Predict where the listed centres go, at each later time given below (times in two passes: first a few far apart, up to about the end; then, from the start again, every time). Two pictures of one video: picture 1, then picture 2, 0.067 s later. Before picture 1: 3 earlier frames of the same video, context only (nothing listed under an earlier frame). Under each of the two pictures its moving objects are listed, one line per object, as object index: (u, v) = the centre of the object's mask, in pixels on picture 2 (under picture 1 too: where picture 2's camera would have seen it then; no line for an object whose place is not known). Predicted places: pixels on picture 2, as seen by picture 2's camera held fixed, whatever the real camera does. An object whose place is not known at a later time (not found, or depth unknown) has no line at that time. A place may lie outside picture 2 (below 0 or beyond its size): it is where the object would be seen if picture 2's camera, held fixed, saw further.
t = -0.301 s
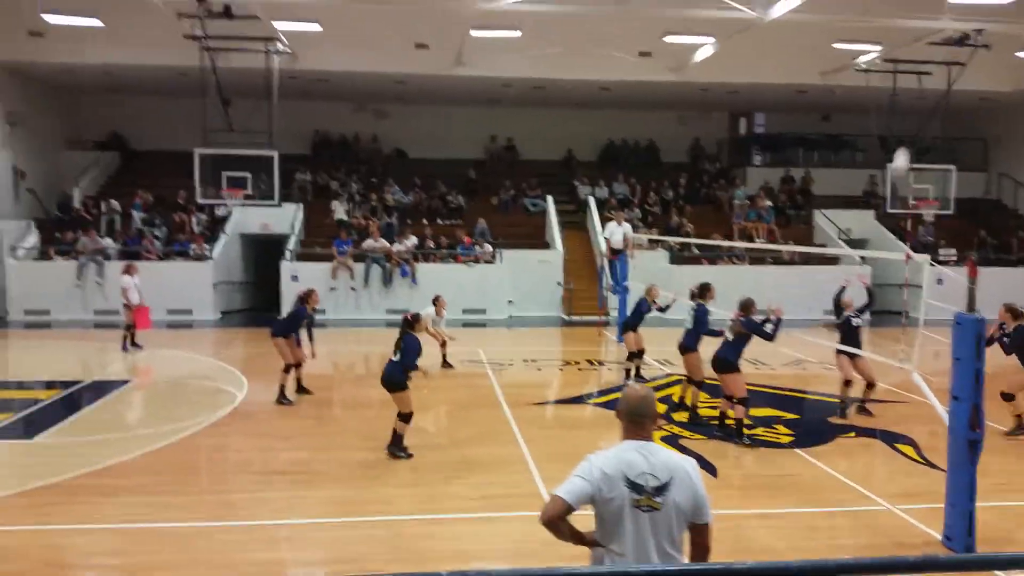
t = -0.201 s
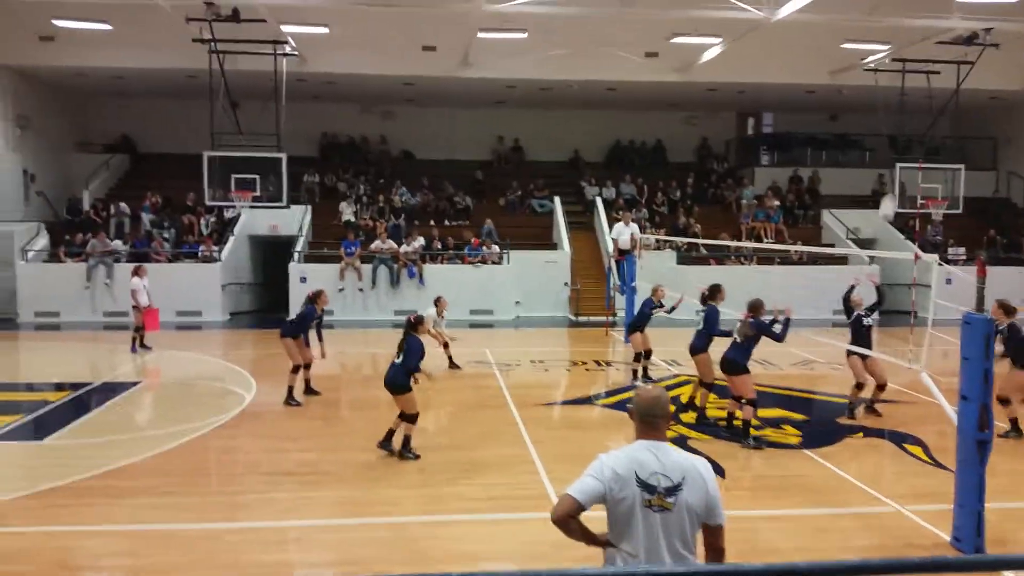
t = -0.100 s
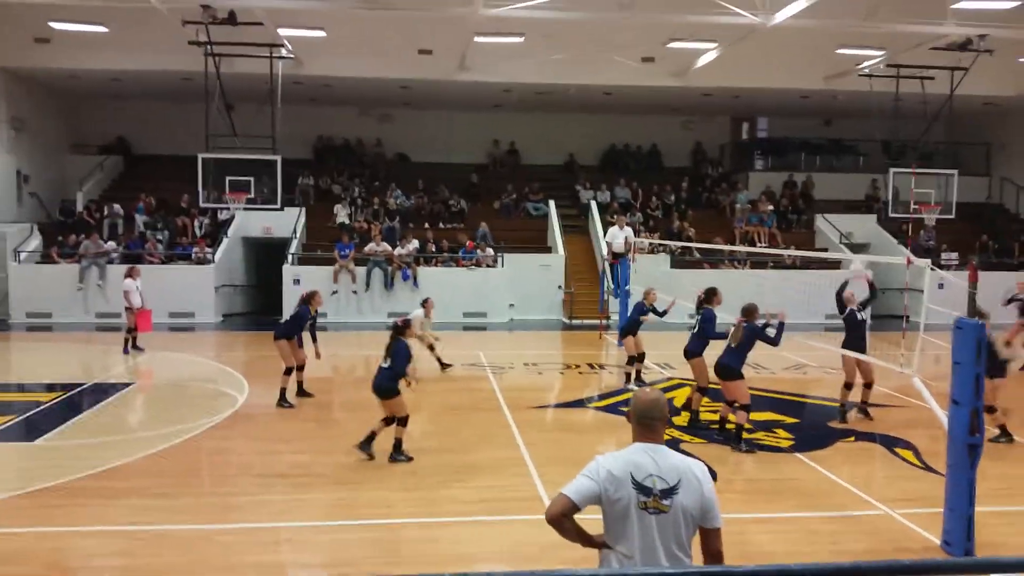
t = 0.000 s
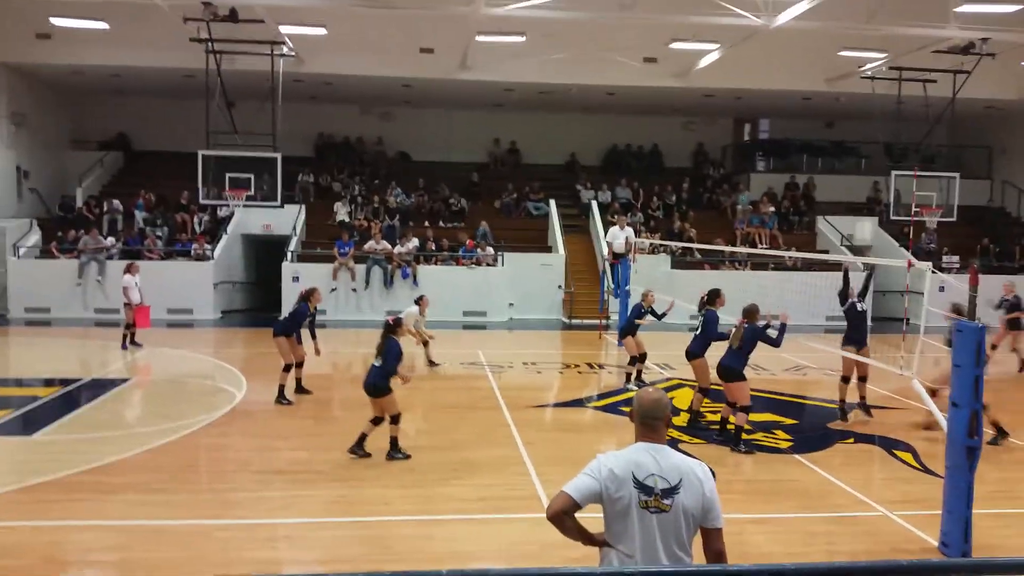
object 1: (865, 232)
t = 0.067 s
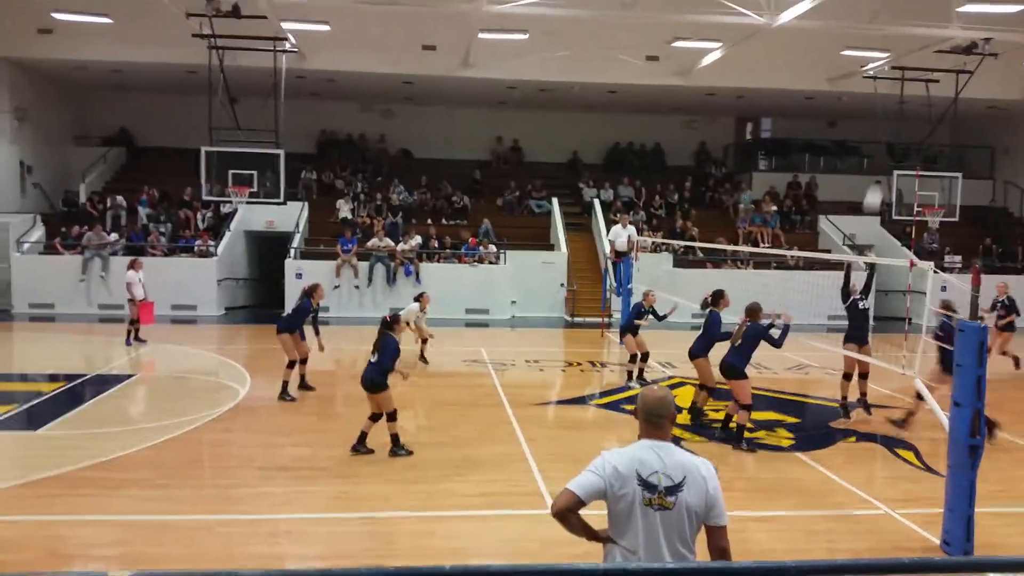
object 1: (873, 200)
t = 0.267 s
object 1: (892, 117)
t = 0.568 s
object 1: (920, 41)
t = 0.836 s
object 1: (941, 40)
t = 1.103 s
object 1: (962, 111)
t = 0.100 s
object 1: (876, 184)
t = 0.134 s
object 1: (879, 168)
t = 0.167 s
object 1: (882, 155)
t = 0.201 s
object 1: (886, 141)
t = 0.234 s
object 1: (889, 129)
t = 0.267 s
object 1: (892, 117)
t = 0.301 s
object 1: (895, 106)
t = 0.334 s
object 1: (899, 94)
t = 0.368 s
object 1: (902, 83)
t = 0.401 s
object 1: (905, 73)
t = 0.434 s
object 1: (908, 66)
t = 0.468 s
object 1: (911, 58)
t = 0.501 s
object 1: (914, 52)
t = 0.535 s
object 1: (917, 47)
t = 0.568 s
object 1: (920, 41)
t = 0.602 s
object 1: (923, 38)
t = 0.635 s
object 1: (926, 36)
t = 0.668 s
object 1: (928, 34)
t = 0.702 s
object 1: (932, 34)
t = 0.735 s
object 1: (934, 33)
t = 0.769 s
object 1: (936, 34)
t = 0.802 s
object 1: (939, 37)
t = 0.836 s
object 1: (941, 40)
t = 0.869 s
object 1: (943, 43)
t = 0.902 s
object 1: (947, 48)
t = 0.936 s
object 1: (950, 57)
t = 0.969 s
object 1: (952, 64)
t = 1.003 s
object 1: (954, 73)
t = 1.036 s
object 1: (957, 86)
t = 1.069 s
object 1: (960, 98)
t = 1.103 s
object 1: (962, 111)
